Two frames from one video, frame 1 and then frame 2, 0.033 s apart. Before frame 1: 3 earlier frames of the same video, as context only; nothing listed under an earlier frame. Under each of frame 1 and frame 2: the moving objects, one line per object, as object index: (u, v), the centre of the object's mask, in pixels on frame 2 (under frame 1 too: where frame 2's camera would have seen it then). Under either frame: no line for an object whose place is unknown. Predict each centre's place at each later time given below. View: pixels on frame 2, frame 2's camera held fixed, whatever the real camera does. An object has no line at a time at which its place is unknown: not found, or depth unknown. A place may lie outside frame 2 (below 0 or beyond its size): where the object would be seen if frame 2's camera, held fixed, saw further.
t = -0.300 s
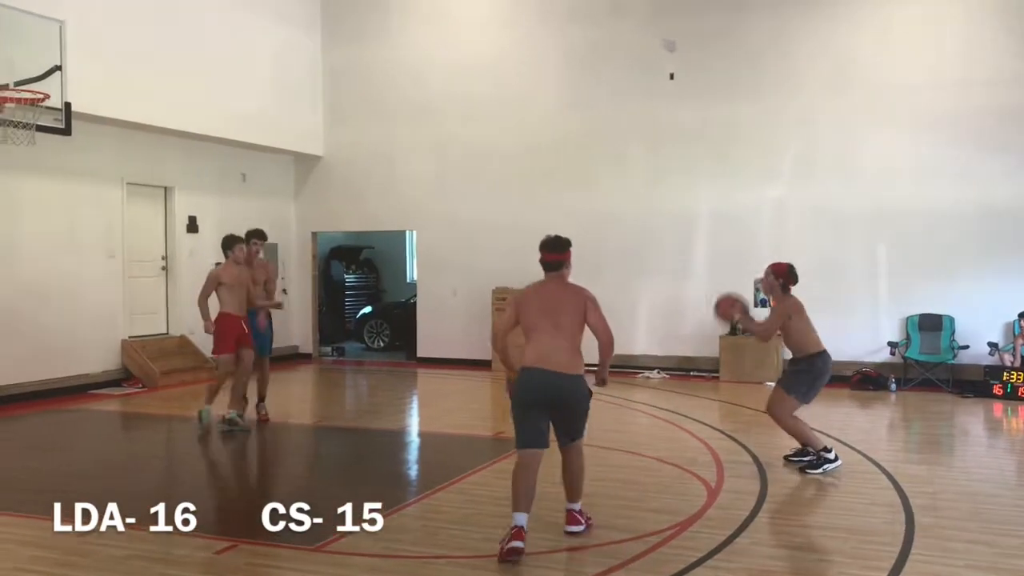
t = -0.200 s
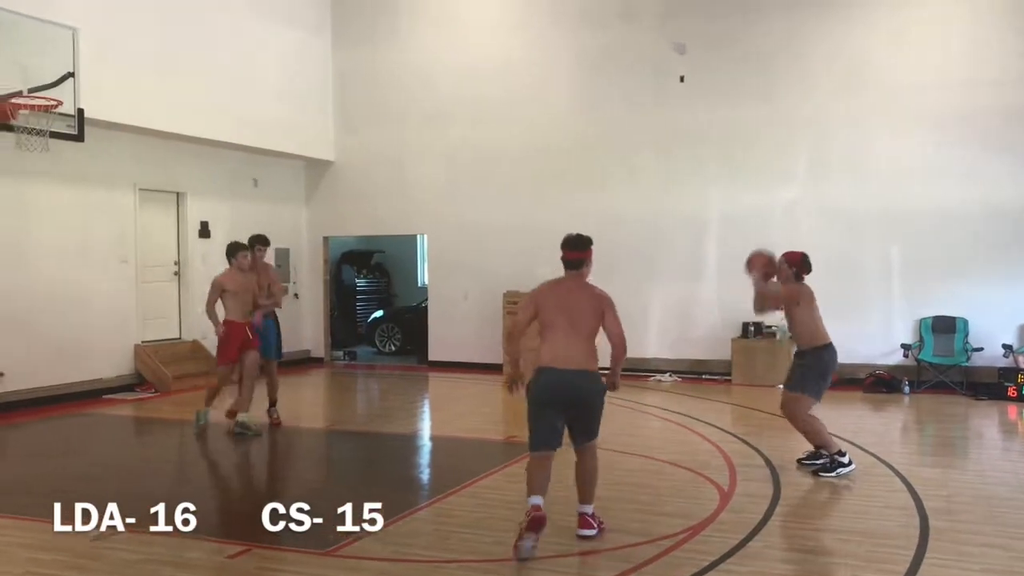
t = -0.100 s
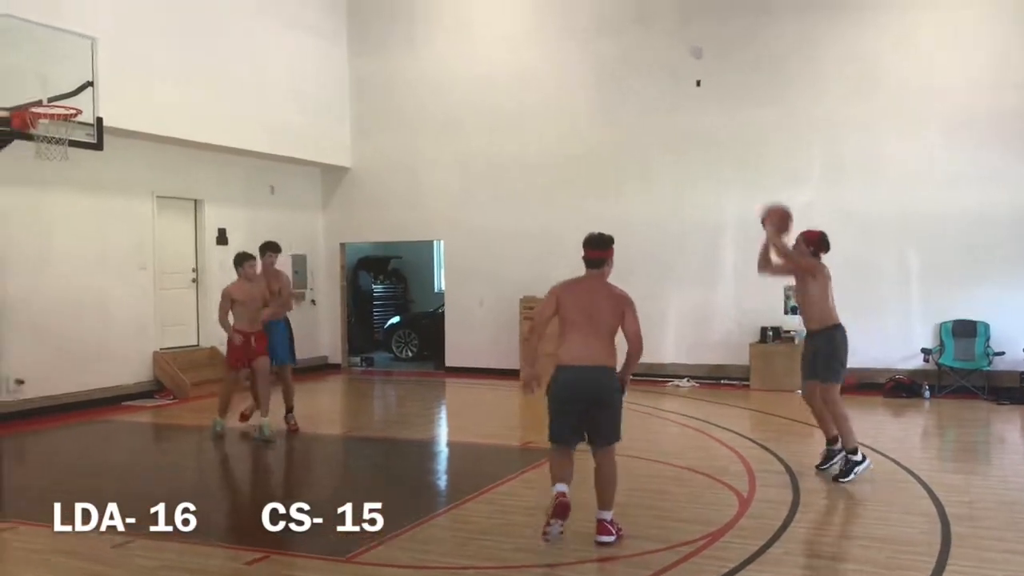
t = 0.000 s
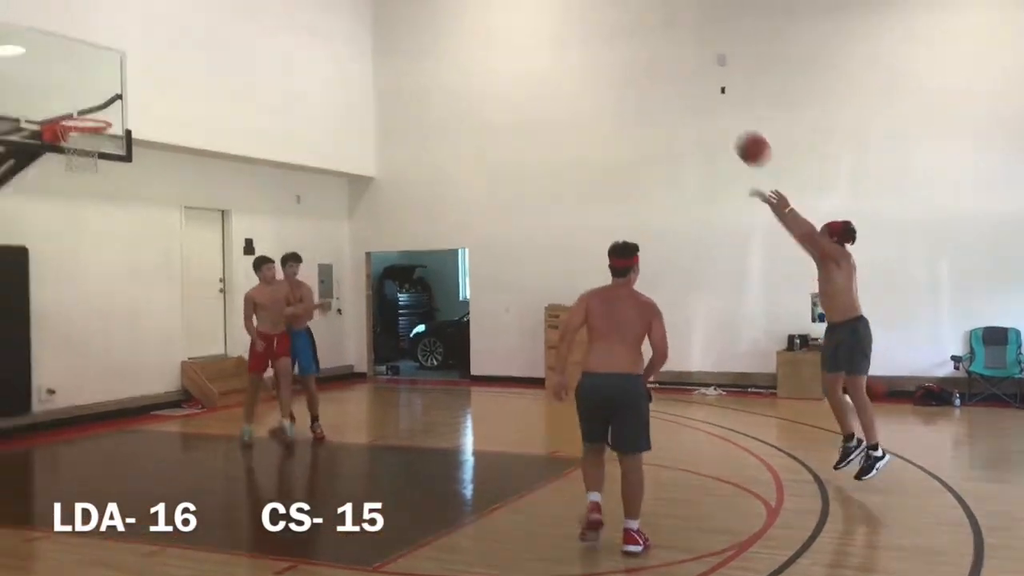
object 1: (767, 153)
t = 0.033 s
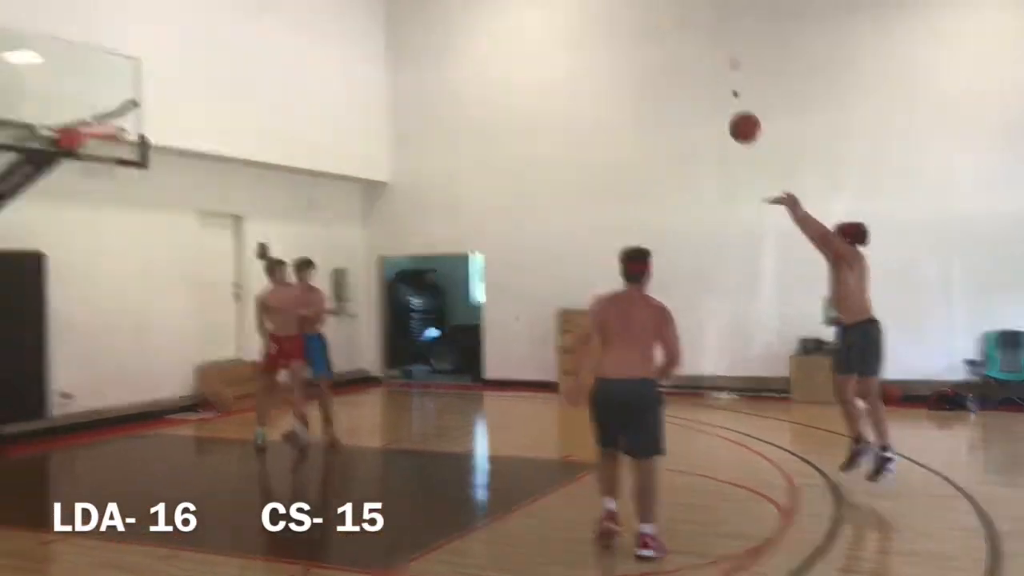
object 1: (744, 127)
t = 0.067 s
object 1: (724, 102)
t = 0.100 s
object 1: (702, 80)
